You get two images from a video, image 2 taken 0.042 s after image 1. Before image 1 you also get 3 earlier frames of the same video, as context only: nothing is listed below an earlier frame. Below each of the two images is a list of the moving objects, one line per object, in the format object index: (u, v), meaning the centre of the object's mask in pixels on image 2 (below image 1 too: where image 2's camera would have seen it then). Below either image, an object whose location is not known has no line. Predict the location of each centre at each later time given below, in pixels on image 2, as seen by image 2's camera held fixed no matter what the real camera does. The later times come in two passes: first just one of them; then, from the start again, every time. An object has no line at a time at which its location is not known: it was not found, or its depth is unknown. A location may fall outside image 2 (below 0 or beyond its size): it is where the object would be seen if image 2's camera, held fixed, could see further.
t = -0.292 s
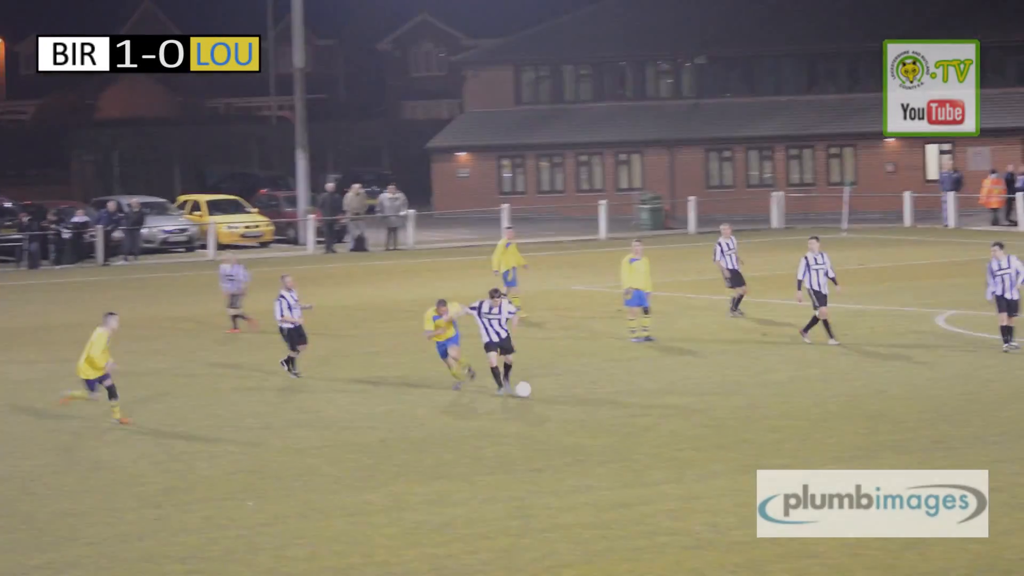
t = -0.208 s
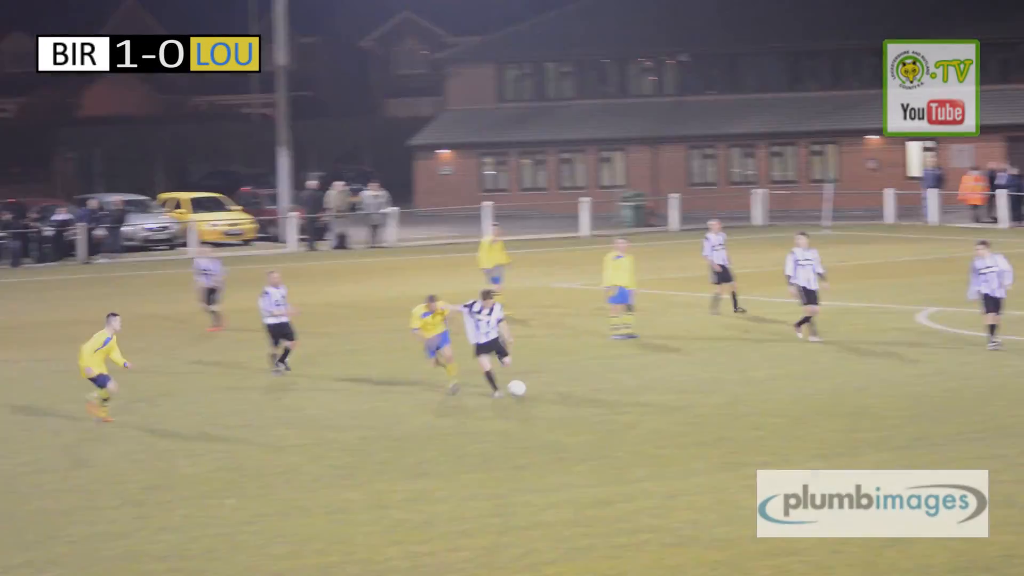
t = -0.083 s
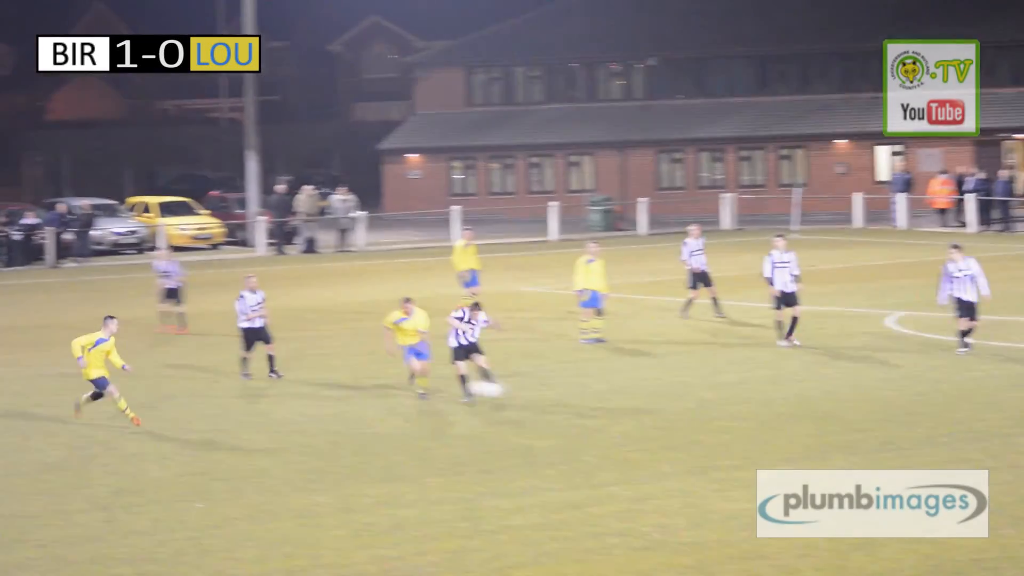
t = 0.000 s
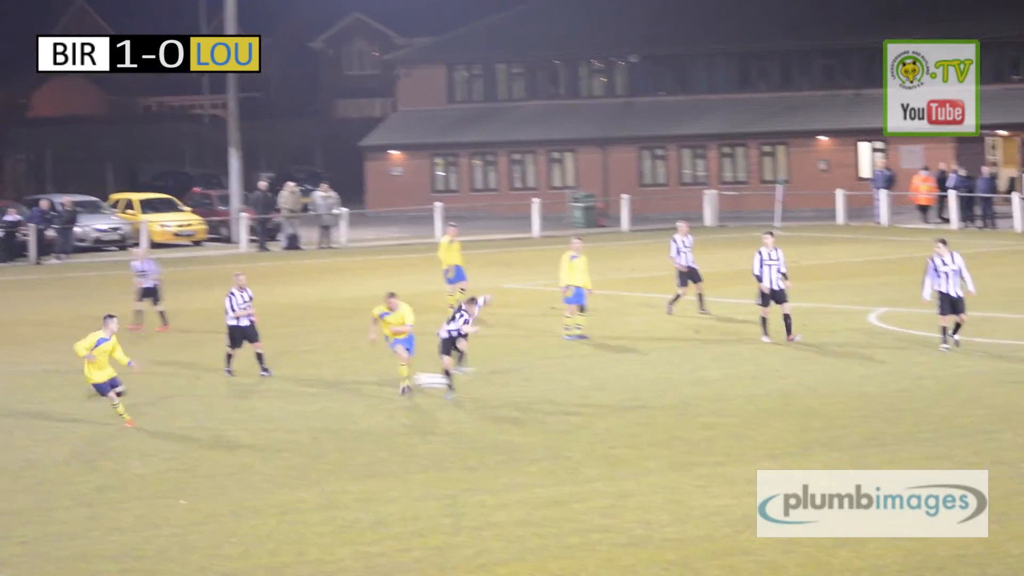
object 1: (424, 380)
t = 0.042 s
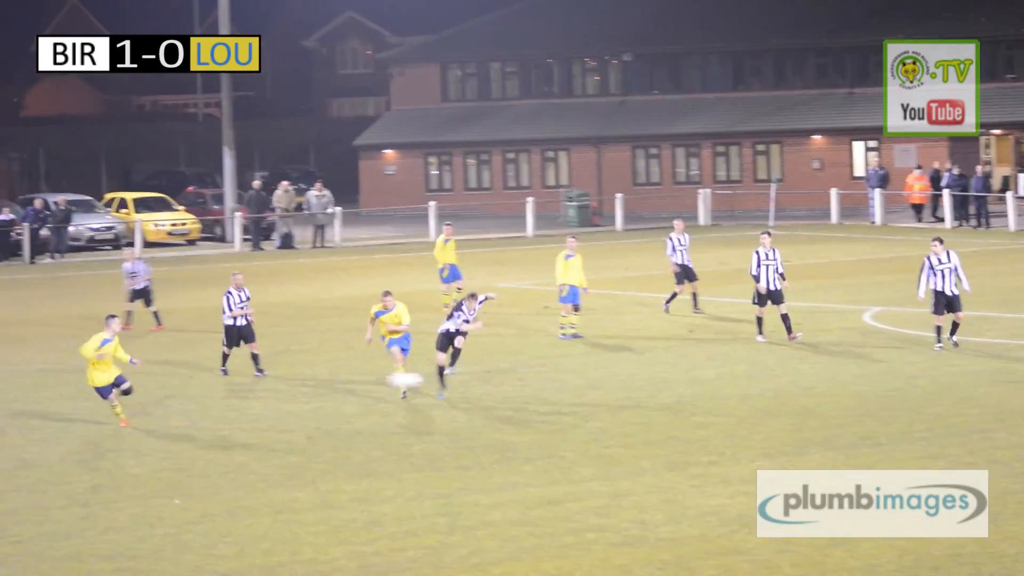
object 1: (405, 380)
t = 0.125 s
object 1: (361, 387)
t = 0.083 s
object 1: (382, 382)
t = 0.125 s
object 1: (361, 387)
